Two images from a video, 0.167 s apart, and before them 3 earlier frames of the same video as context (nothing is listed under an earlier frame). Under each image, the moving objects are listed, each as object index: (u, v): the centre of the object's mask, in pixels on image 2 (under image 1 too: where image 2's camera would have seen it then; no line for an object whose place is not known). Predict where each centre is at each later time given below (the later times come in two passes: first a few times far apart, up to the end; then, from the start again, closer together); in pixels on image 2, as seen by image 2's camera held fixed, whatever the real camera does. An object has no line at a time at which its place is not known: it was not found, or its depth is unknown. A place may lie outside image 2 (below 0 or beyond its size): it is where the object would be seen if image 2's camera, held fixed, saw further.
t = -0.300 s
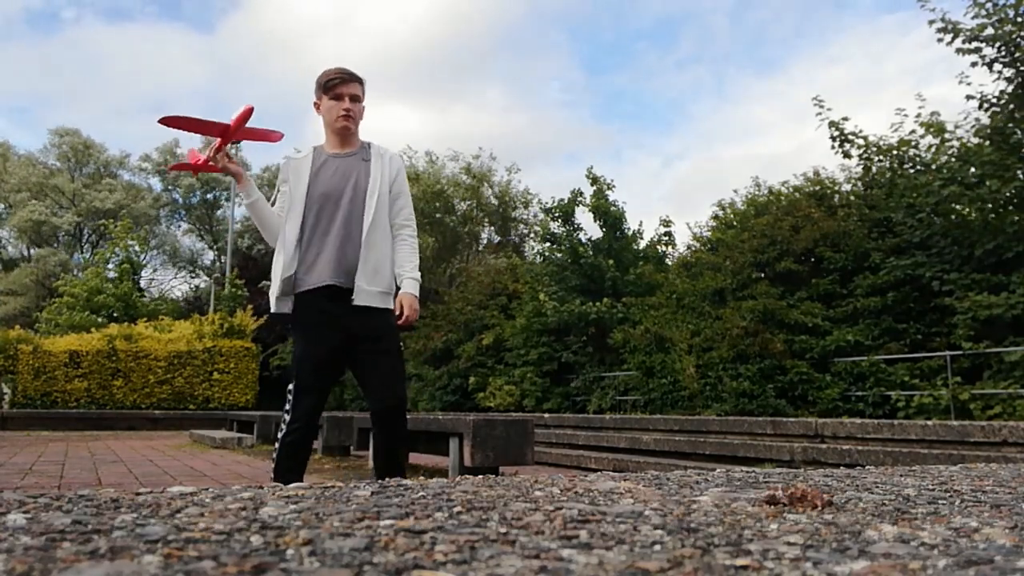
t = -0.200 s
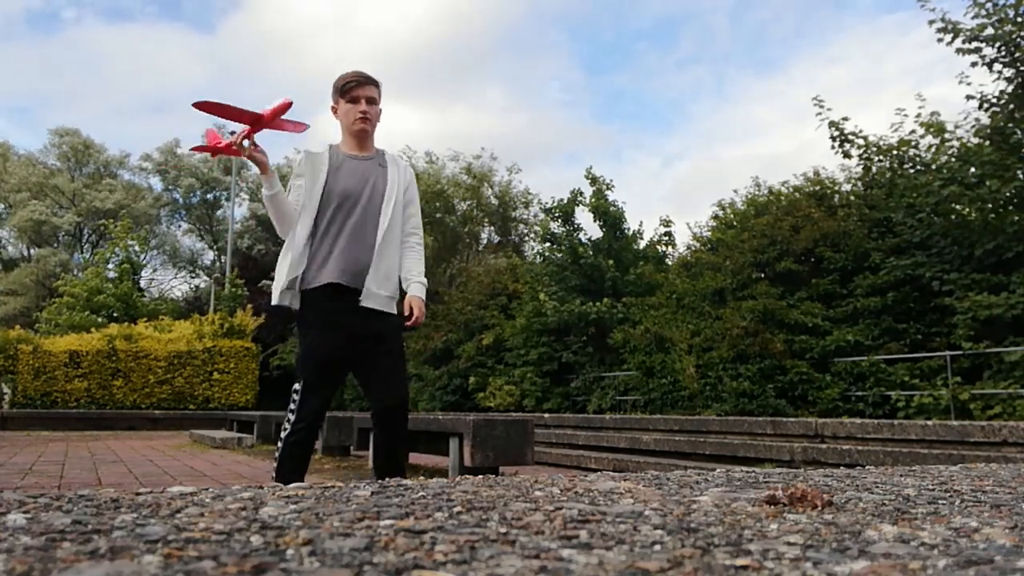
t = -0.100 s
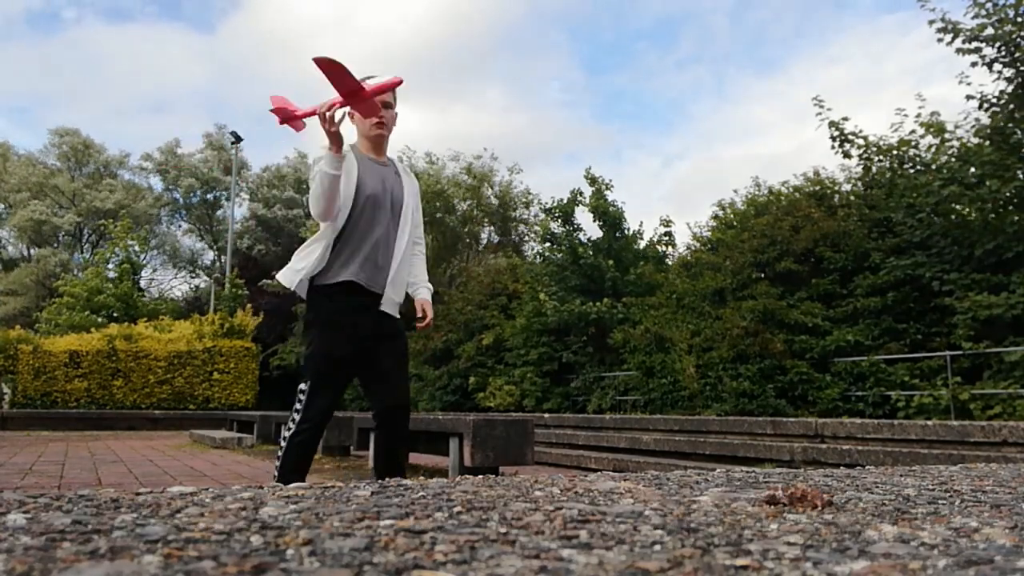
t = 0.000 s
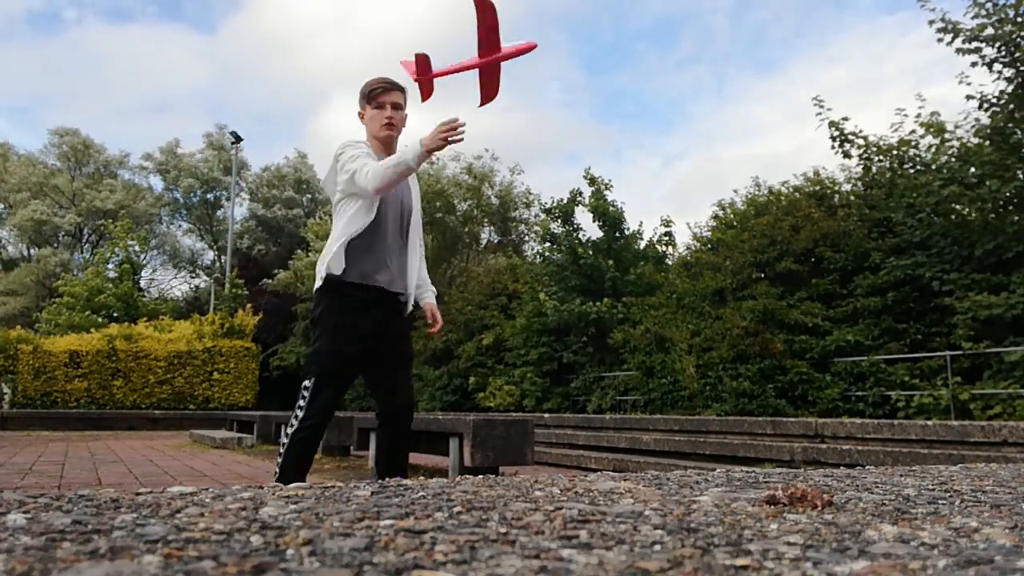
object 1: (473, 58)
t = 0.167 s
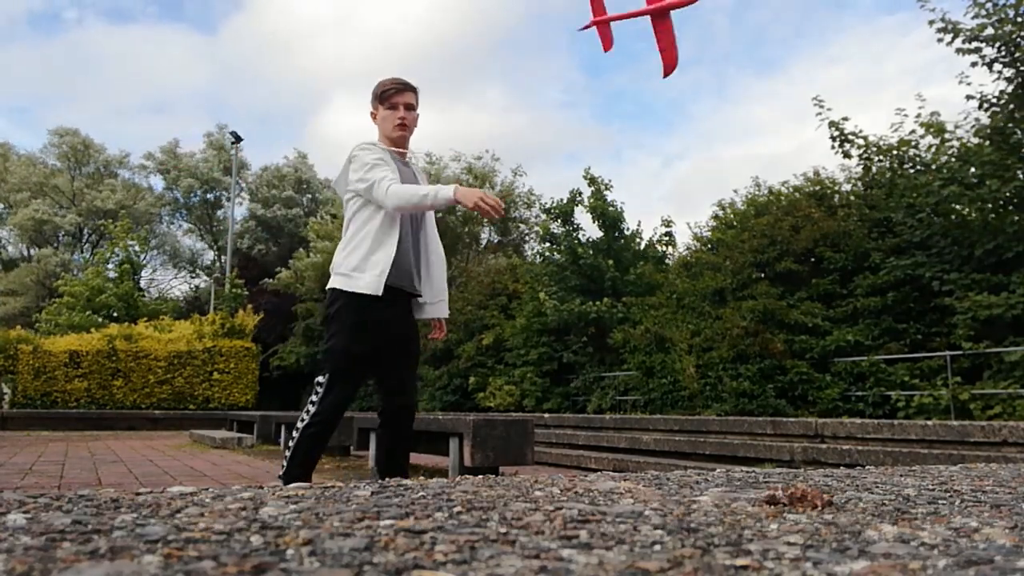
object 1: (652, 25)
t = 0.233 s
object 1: (694, 16)
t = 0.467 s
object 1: (871, 66)
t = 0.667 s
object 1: (990, 147)
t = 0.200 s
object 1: (679, 22)
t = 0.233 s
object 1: (694, 16)
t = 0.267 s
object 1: (722, 19)
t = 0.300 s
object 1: (746, 25)
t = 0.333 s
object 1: (771, 31)
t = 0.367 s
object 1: (795, 38)
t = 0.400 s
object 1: (820, 46)
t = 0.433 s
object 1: (845, 55)
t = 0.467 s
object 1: (871, 66)
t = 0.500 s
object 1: (896, 78)
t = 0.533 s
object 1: (923, 92)
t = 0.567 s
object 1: (950, 107)
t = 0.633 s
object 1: (994, 141)
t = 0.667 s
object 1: (990, 147)
